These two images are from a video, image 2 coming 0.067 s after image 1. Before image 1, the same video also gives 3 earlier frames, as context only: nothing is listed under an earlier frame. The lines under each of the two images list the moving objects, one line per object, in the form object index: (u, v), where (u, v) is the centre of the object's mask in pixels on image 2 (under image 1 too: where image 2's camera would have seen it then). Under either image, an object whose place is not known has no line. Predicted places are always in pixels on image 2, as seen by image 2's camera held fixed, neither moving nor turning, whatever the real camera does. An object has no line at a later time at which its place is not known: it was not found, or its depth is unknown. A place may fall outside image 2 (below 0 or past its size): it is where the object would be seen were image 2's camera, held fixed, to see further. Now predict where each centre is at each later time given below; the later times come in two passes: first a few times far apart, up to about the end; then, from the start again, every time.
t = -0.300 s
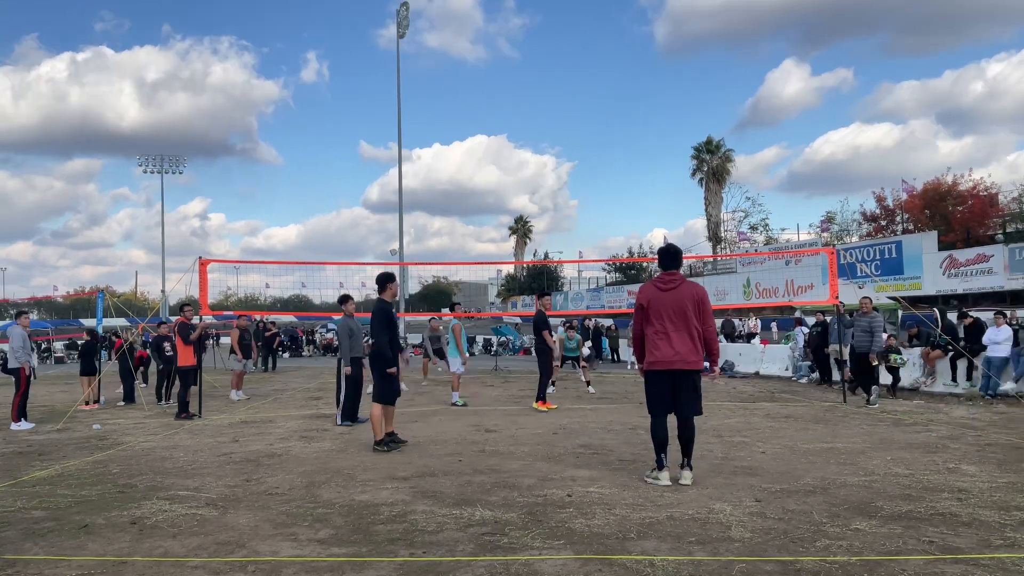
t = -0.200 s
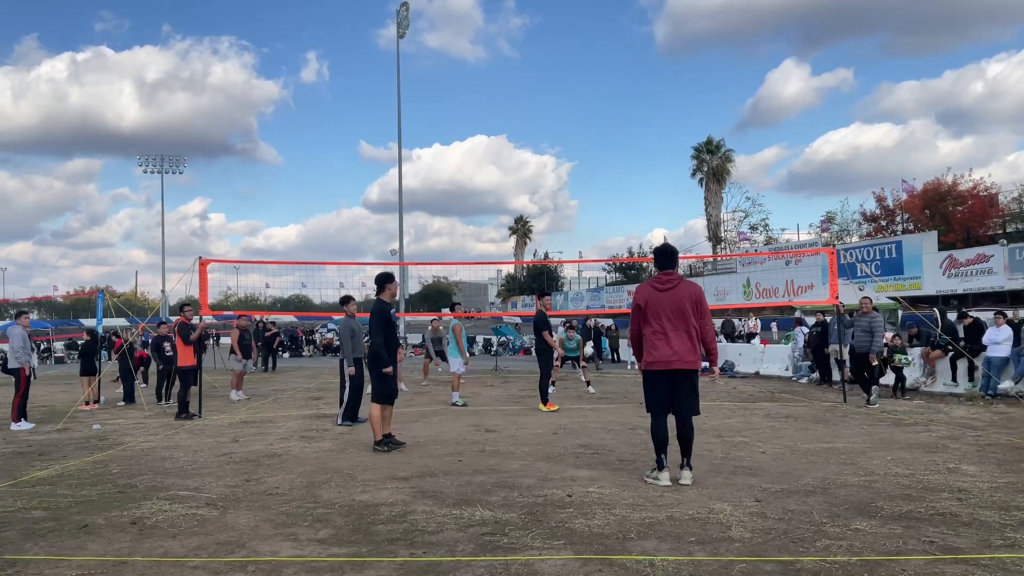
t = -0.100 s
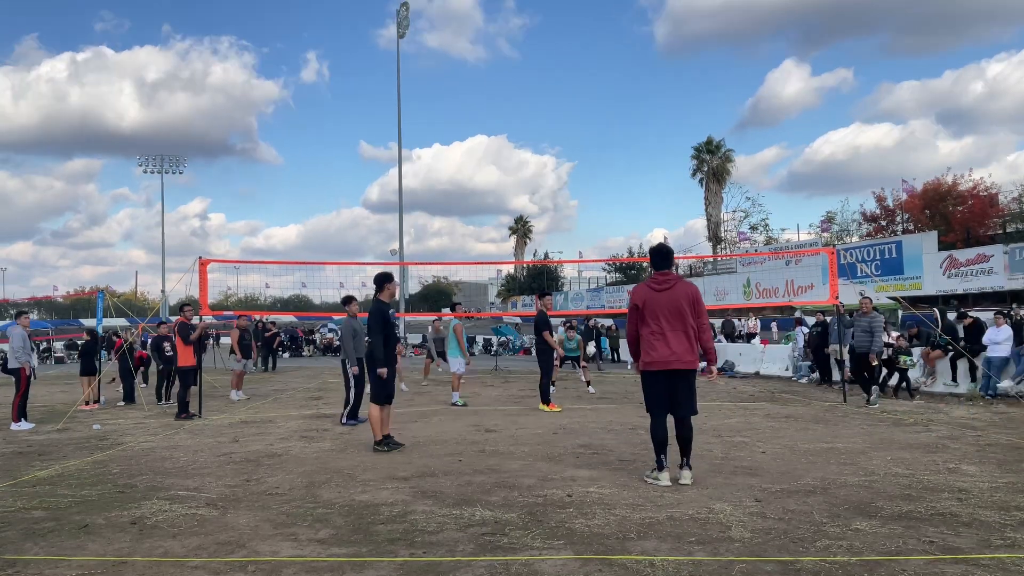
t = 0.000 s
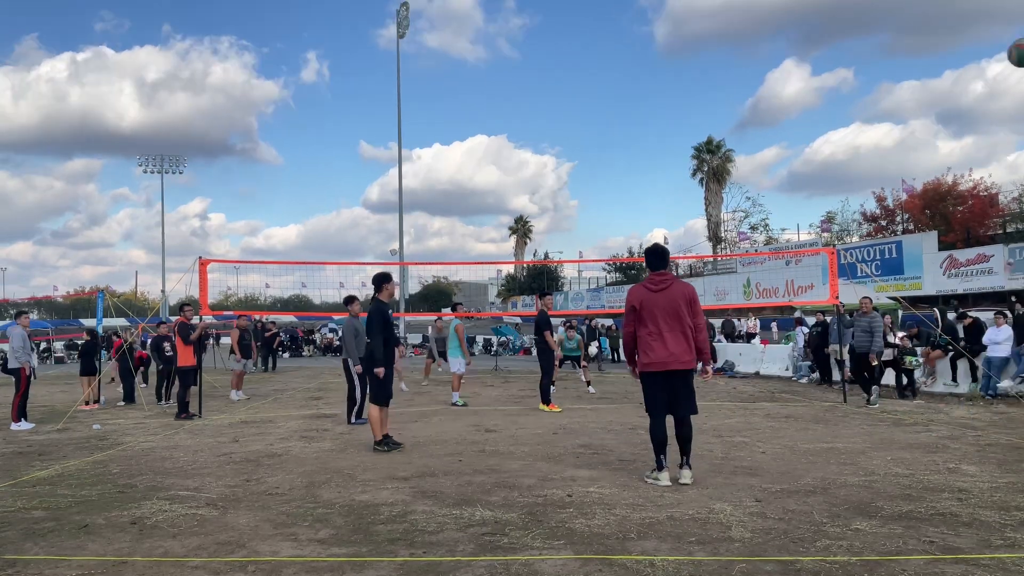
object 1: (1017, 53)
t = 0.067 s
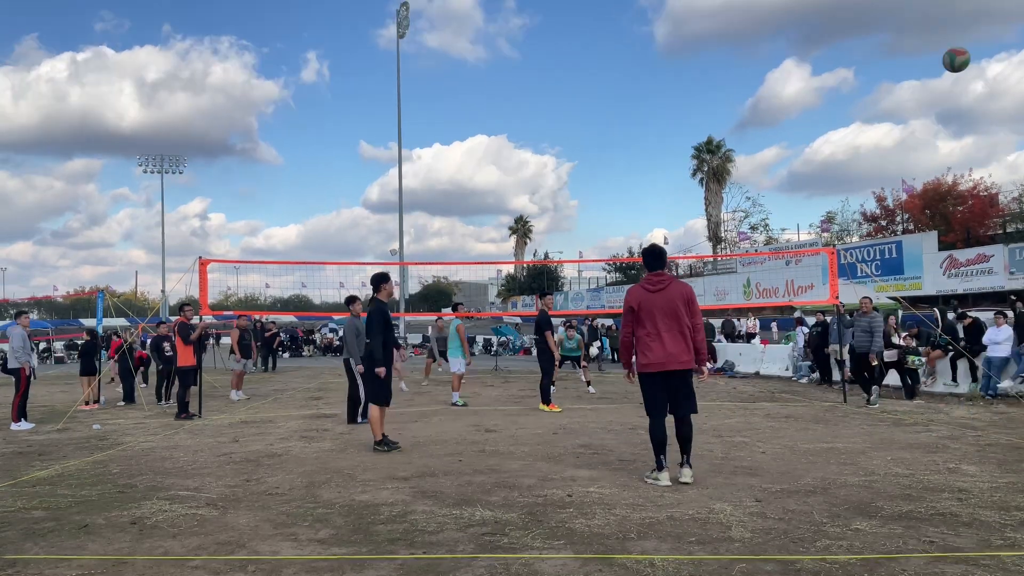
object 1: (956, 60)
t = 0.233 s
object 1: (849, 89)
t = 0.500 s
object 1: (763, 154)
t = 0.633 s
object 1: (737, 189)
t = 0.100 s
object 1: (929, 64)
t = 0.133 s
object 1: (906, 70)
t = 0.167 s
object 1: (884, 76)
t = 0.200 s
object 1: (866, 83)
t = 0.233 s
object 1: (849, 89)
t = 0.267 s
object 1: (834, 97)
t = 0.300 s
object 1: (821, 104)
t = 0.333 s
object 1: (809, 112)
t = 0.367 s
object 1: (798, 120)
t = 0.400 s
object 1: (788, 129)
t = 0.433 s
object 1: (779, 137)
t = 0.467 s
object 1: (771, 146)
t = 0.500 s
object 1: (763, 154)
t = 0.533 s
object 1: (756, 163)
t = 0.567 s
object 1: (749, 171)
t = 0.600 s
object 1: (743, 180)
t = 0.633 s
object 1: (737, 189)
